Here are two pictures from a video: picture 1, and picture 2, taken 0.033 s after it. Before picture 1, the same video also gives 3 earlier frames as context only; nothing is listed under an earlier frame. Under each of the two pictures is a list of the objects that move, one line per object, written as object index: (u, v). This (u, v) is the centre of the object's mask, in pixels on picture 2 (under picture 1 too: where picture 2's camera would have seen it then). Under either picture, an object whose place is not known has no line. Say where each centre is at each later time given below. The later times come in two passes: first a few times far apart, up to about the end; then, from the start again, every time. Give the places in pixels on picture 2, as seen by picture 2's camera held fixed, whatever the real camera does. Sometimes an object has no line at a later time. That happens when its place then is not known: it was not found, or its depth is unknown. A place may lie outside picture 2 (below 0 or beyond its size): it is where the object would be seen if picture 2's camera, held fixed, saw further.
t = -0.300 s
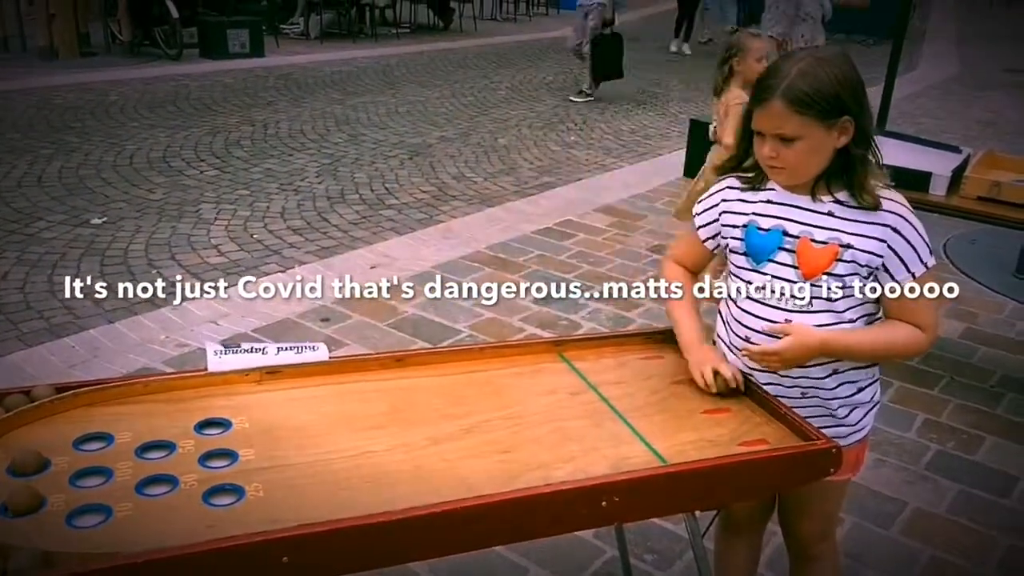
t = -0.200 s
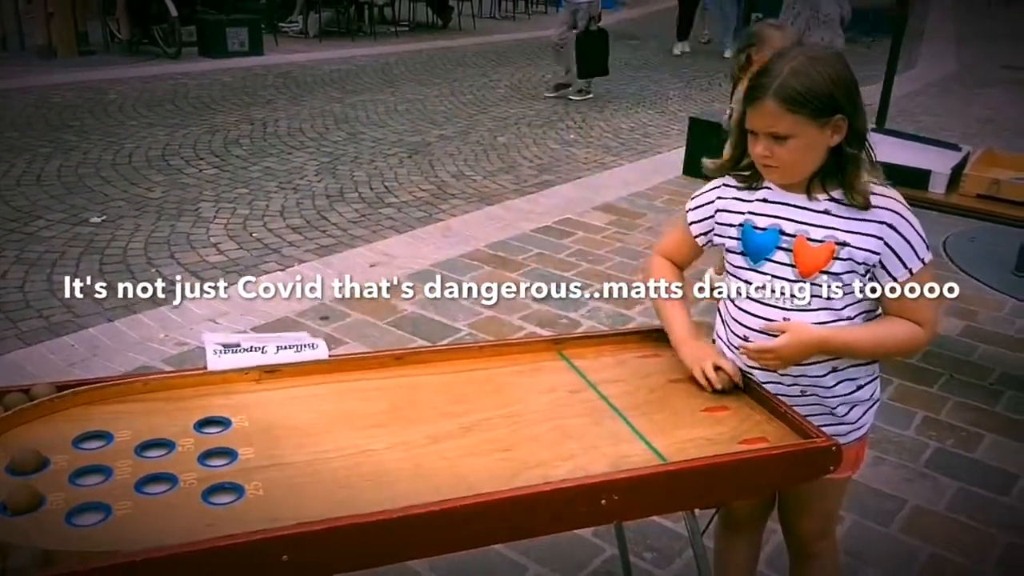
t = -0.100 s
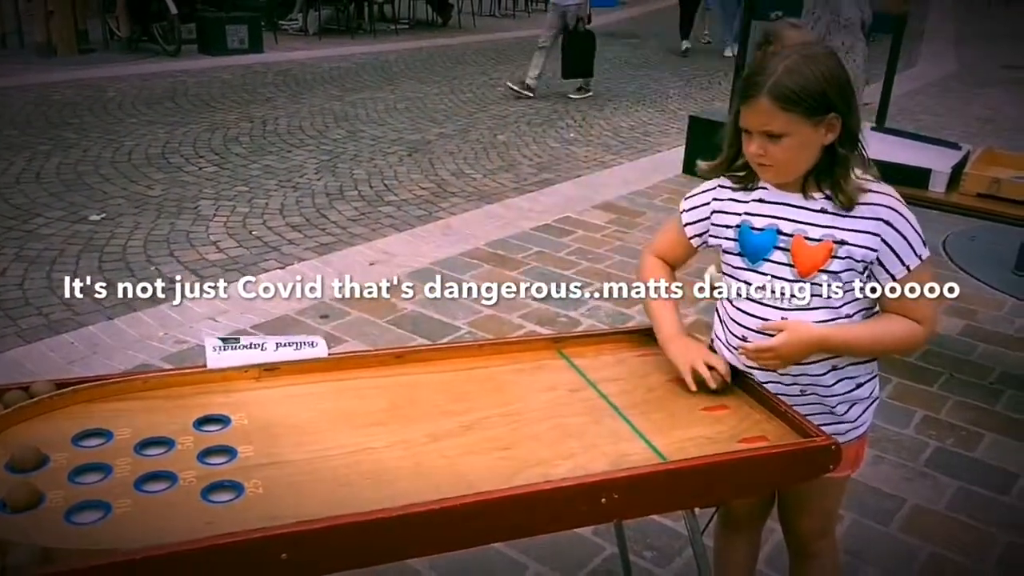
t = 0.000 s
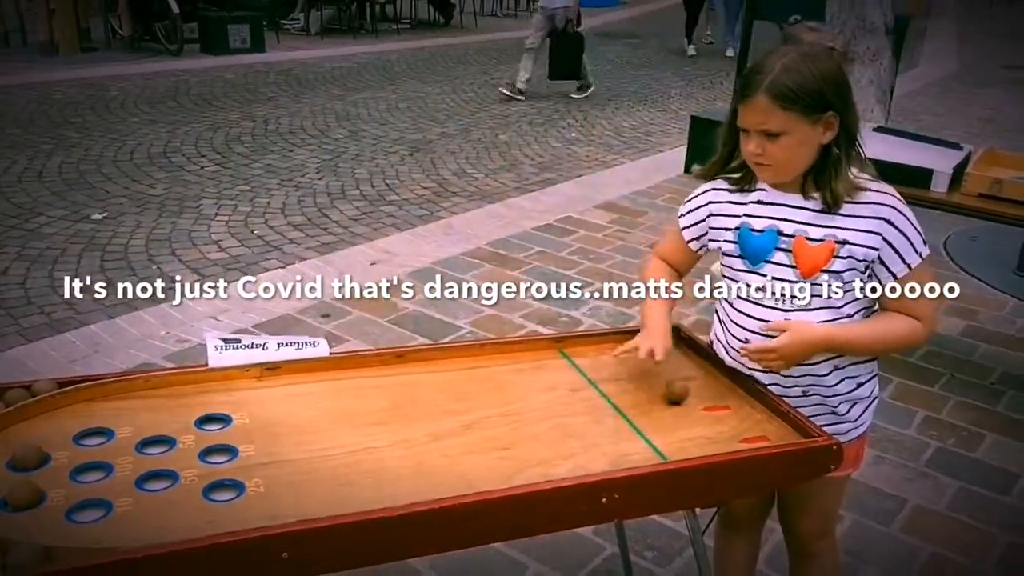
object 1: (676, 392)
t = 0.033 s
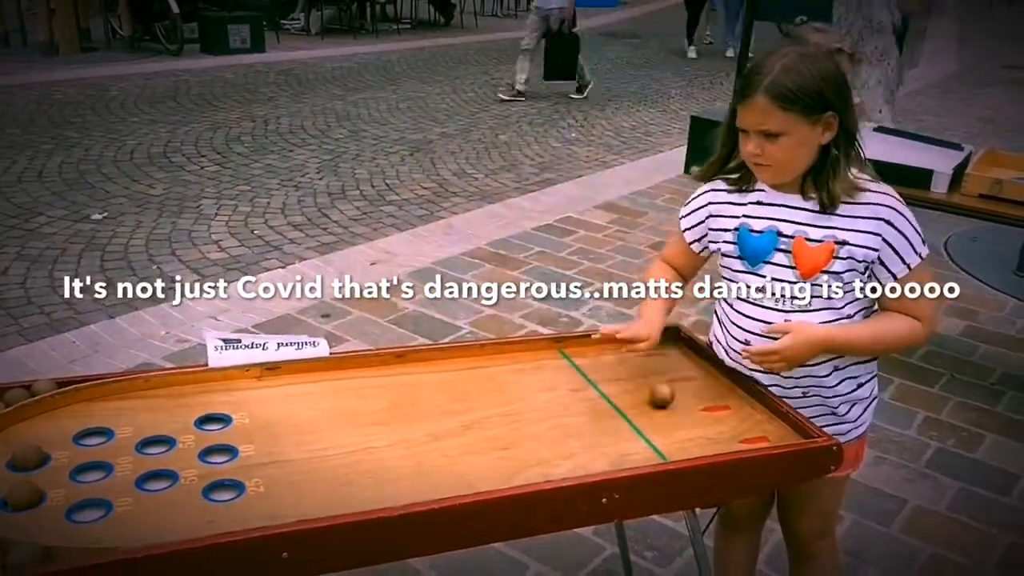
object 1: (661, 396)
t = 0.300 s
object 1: (546, 424)
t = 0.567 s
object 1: (428, 456)
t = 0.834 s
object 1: (315, 488)
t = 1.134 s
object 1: (195, 526)
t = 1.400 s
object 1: (112, 534)
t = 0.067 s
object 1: (647, 399)
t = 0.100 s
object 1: (632, 404)
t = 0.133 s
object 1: (619, 405)
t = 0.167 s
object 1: (603, 410)
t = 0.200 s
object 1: (589, 413)
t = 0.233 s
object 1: (574, 416)
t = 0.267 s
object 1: (560, 421)
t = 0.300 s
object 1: (546, 424)
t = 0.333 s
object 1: (531, 428)
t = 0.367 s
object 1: (517, 432)
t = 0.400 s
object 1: (502, 436)
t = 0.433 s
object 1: (487, 439)
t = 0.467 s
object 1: (473, 443)
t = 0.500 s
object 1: (458, 448)
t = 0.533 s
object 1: (443, 451)
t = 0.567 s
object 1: (428, 456)
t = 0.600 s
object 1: (414, 460)
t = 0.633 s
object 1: (399, 464)
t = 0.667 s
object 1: (385, 468)
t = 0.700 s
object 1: (371, 472)
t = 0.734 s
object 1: (356, 476)
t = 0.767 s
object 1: (342, 481)
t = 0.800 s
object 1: (328, 485)
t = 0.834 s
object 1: (315, 488)
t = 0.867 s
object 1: (301, 494)
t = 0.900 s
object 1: (287, 498)
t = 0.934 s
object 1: (274, 502)
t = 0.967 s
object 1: (261, 507)
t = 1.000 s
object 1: (248, 511)
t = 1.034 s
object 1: (234, 514)
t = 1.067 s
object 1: (221, 518)
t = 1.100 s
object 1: (207, 522)
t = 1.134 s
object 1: (195, 526)
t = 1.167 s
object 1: (183, 527)
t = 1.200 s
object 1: (172, 528)
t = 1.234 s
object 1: (162, 529)
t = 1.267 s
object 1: (151, 530)
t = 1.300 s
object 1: (141, 531)
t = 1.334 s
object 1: (132, 531)
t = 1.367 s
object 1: (121, 532)
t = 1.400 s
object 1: (112, 534)
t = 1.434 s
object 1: (103, 534)
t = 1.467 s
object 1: (94, 534)
